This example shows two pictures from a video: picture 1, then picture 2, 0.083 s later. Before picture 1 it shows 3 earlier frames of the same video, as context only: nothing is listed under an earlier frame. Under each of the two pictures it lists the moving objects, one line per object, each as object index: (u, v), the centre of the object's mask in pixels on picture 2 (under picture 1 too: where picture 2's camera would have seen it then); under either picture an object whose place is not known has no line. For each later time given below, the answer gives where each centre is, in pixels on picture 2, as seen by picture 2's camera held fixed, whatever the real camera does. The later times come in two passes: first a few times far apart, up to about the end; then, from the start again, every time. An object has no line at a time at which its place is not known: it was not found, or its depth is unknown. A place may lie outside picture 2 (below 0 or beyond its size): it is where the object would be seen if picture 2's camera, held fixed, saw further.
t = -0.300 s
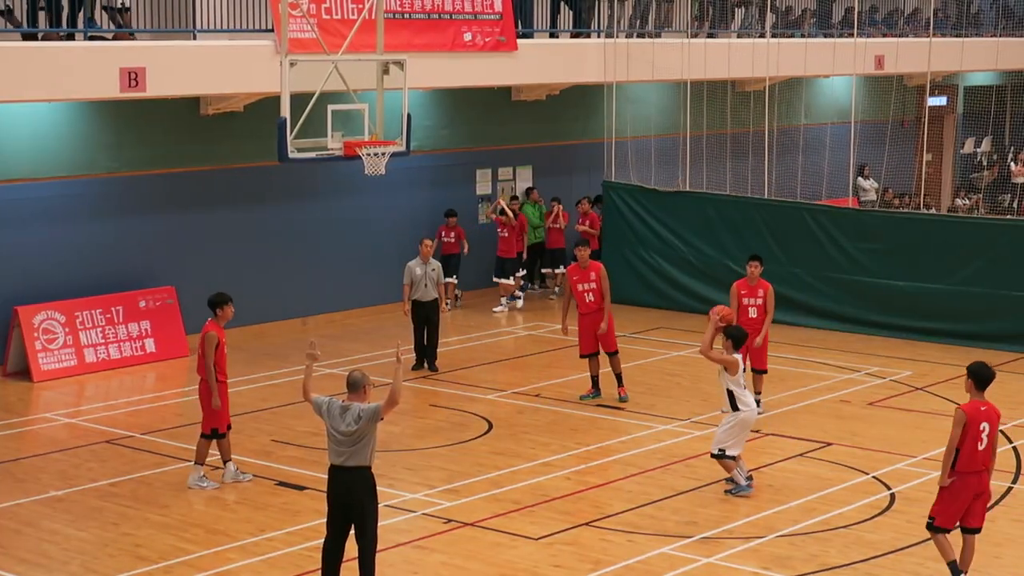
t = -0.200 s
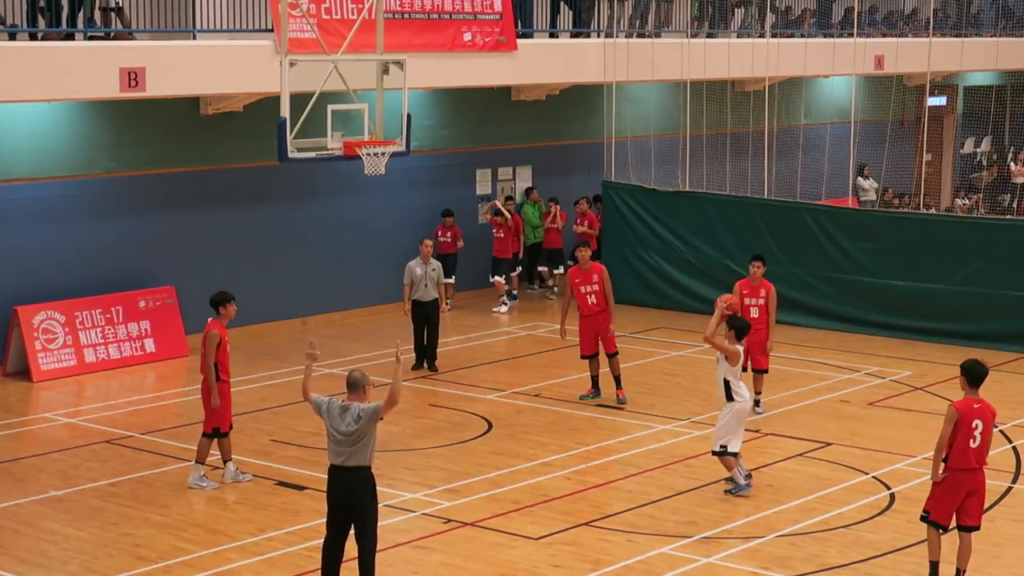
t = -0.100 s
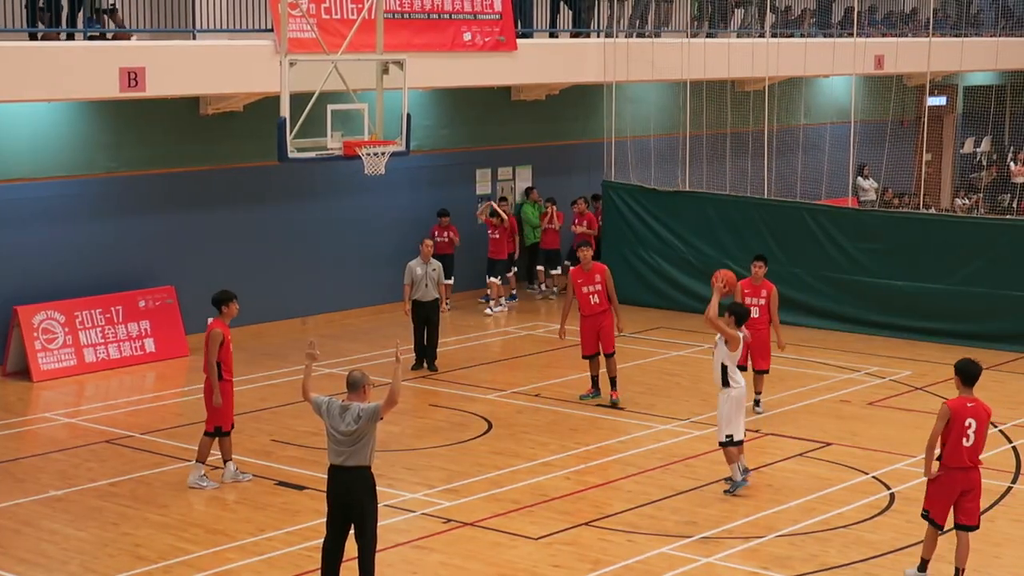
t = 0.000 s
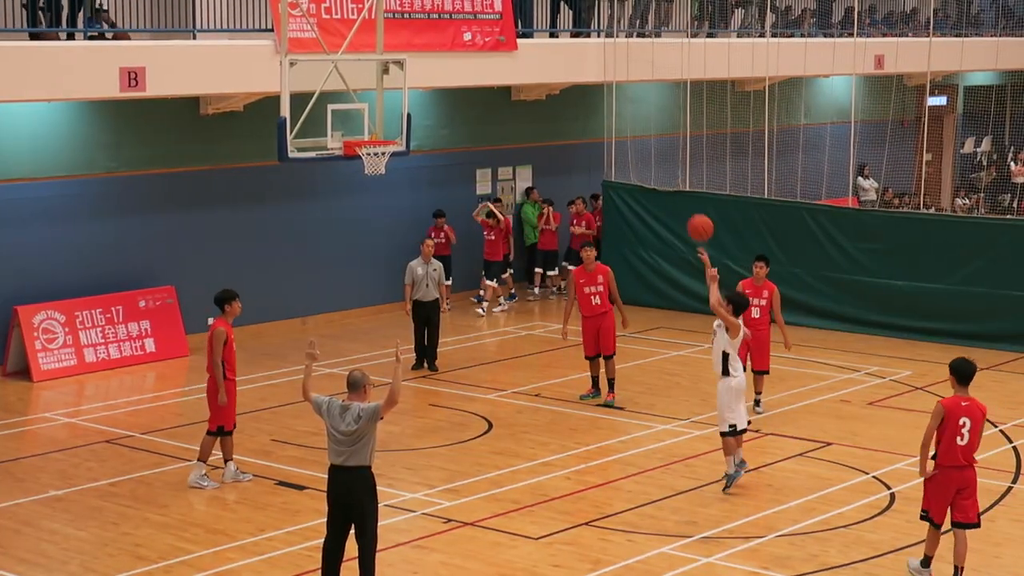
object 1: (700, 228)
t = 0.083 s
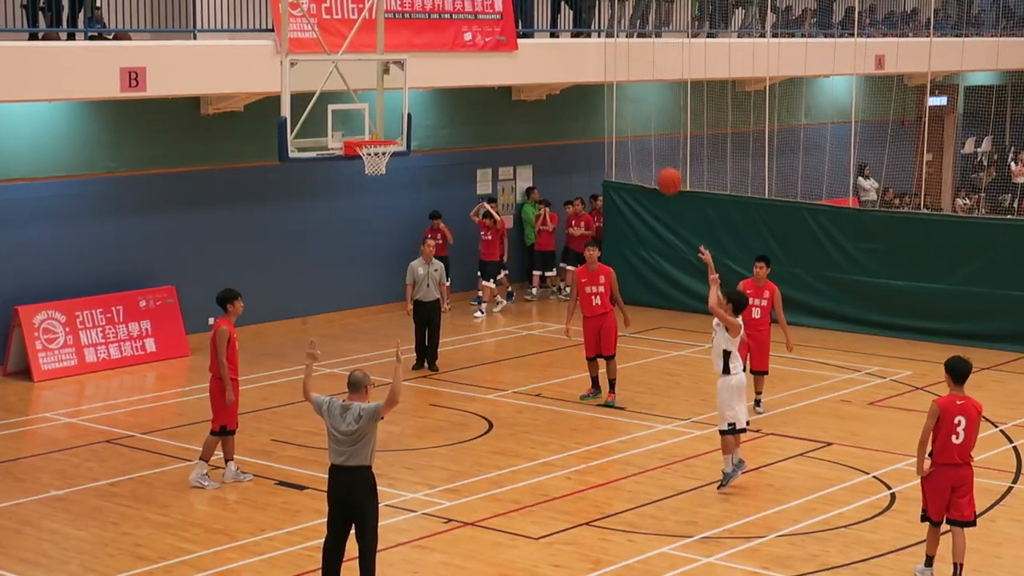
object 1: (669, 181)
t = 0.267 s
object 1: (602, 105)
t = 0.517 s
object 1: (516, 61)
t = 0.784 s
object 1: (431, 79)
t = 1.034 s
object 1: (369, 149)
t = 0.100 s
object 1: (663, 172)
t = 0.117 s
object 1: (657, 164)
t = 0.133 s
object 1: (651, 156)
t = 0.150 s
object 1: (644, 149)
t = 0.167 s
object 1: (639, 141)
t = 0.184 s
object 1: (632, 135)
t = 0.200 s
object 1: (626, 128)
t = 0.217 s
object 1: (620, 122)
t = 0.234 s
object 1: (614, 116)
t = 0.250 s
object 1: (608, 110)
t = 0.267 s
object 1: (602, 105)
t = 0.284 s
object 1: (596, 100)
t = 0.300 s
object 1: (590, 95)
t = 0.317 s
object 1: (585, 91)
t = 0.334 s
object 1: (579, 87)
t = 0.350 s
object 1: (573, 83)
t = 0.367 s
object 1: (567, 79)
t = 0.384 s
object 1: (561, 76)
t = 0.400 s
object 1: (556, 73)
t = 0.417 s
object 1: (550, 70)
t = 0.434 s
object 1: (544, 68)
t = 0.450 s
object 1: (539, 66)
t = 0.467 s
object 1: (533, 64)
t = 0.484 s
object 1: (527, 62)
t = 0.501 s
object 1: (522, 61)
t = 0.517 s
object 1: (516, 61)
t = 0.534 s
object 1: (511, 60)
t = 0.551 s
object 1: (505, 59)
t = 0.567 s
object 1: (500, 59)
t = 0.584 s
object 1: (494, 59)
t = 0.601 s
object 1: (489, 59)
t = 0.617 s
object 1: (484, 60)
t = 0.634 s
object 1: (478, 61)
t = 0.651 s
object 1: (473, 62)
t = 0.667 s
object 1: (467, 63)
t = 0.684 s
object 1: (462, 64)
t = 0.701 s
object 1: (457, 66)
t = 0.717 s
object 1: (452, 68)
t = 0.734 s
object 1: (446, 71)
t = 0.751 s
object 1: (441, 73)
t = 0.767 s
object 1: (436, 76)
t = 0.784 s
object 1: (431, 79)
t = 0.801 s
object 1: (426, 83)
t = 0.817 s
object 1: (421, 86)
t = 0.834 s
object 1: (416, 90)
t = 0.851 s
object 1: (411, 94)
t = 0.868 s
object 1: (406, 99)
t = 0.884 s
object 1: (401, 103)
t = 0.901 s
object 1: (396, 108)
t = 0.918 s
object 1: (392, 113)
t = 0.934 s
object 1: (387, 118)
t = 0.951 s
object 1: (382, 124)
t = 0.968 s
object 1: (378, 130)
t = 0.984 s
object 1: (373, 134)
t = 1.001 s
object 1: (368, 137)
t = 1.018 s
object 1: (363, 139)
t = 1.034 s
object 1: (369, 149)
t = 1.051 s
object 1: (370, 158)
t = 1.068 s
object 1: (373, 165)
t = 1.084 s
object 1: (375, 172)
